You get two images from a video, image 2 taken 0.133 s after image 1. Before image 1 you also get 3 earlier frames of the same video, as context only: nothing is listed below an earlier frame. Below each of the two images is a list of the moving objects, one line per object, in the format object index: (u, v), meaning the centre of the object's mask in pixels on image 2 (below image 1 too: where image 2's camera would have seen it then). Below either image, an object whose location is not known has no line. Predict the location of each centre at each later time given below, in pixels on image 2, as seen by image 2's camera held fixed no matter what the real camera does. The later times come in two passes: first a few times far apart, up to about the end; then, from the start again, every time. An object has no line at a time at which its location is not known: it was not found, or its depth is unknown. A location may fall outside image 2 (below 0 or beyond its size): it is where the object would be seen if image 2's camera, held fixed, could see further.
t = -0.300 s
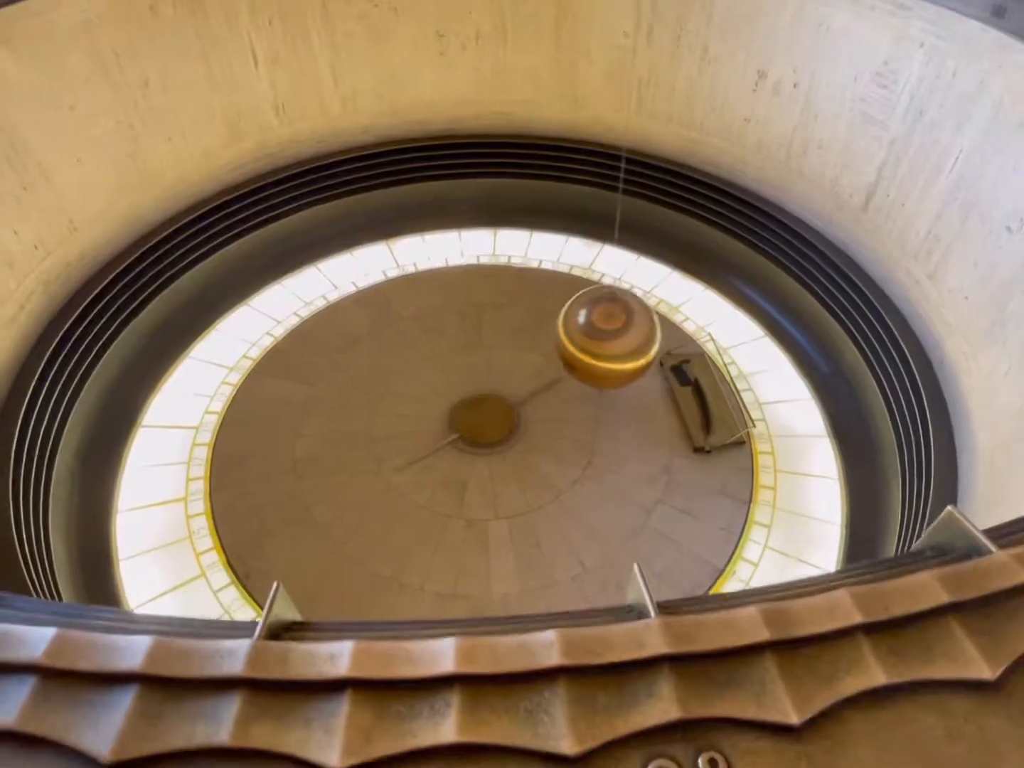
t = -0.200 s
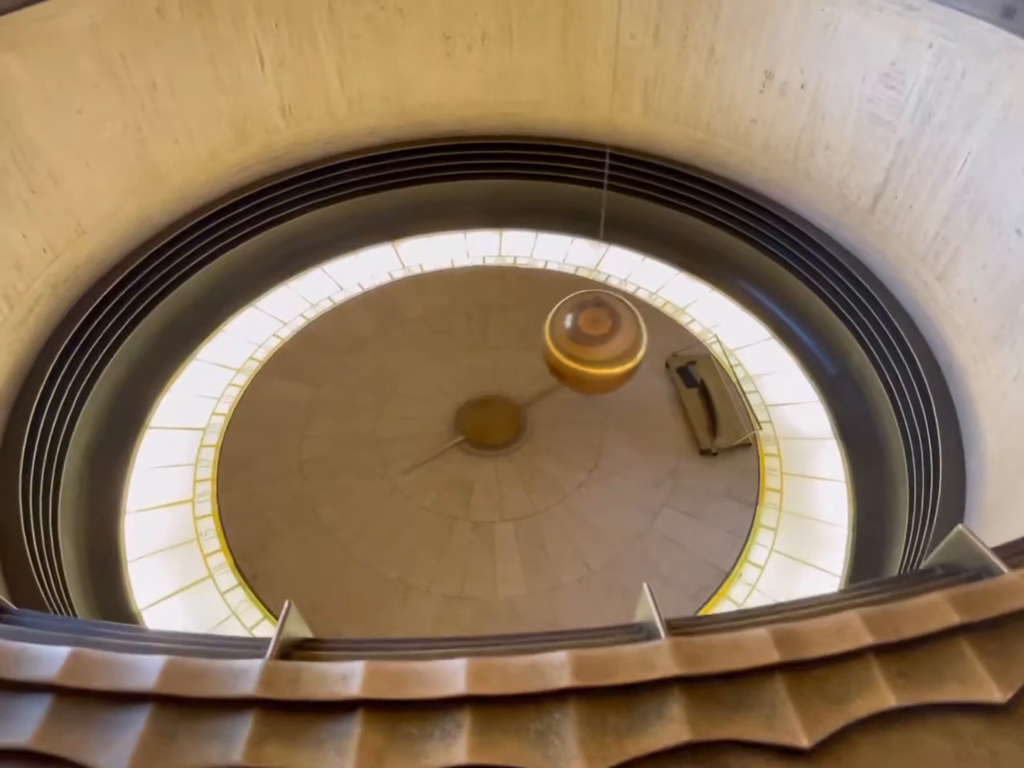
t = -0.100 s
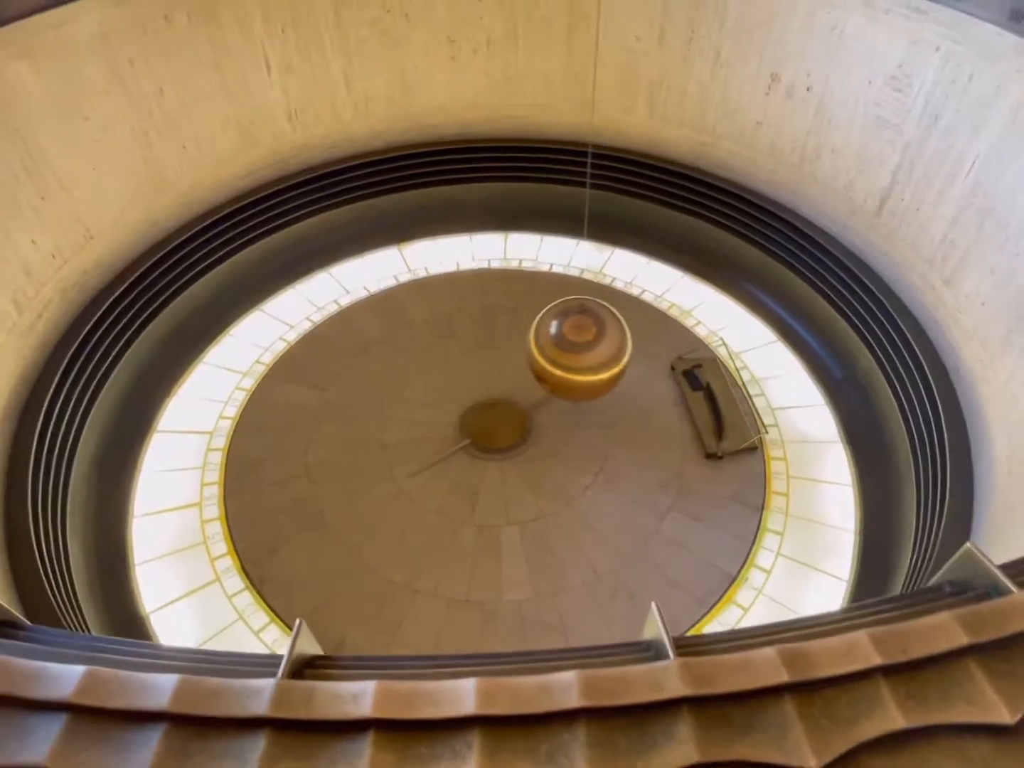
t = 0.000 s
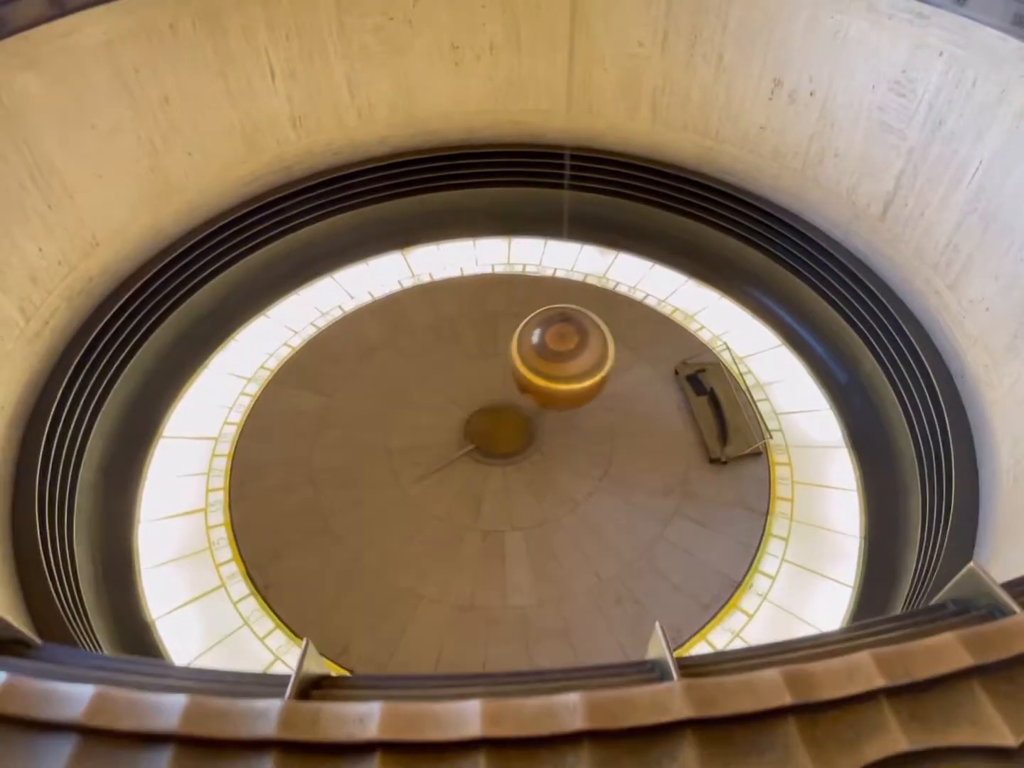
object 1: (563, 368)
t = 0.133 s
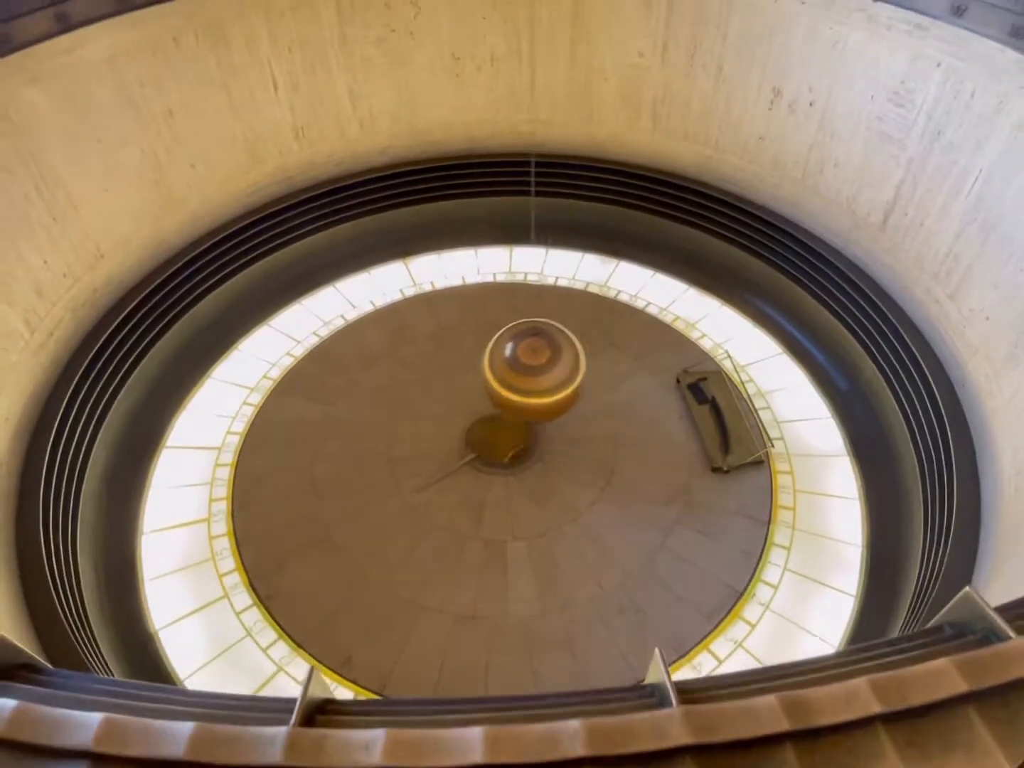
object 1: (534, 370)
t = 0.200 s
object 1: (519, 372)
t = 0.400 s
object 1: (473, 378)
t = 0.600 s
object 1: (428, 383)
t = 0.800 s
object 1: (382, 388)
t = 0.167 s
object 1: (526, 371)
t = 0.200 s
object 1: (519, 372)
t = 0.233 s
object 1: (511, 372)
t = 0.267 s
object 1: (504, 373)
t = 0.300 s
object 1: (496, 374)
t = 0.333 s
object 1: (488, 376)
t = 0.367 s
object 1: (481, 377)
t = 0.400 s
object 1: (473, 378)
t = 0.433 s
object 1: (465, 379)
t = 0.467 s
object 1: (458, 380)
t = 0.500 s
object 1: (450, 380)
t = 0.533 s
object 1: (443, 382)
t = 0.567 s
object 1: (435, 383)
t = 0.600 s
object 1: (428, 383)
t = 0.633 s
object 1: (420, 384)
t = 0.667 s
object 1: (412, 385)
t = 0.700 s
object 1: (404, 386)
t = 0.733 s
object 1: (397, 387)
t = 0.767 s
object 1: (389, 388)
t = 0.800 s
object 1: (382, 388)
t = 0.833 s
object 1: (375, 389)
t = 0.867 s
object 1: (368, 390)
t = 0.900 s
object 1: (361, 391)
